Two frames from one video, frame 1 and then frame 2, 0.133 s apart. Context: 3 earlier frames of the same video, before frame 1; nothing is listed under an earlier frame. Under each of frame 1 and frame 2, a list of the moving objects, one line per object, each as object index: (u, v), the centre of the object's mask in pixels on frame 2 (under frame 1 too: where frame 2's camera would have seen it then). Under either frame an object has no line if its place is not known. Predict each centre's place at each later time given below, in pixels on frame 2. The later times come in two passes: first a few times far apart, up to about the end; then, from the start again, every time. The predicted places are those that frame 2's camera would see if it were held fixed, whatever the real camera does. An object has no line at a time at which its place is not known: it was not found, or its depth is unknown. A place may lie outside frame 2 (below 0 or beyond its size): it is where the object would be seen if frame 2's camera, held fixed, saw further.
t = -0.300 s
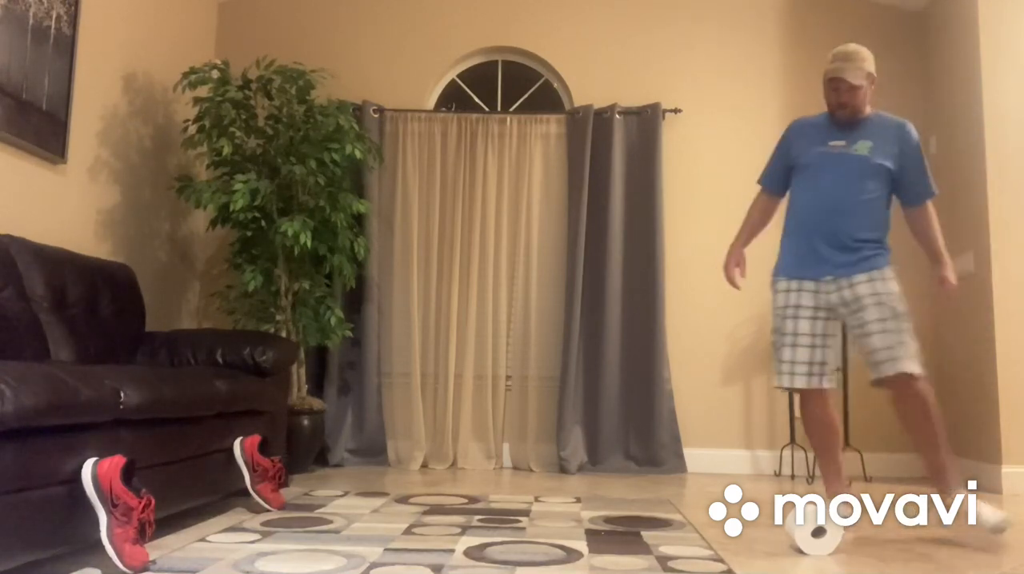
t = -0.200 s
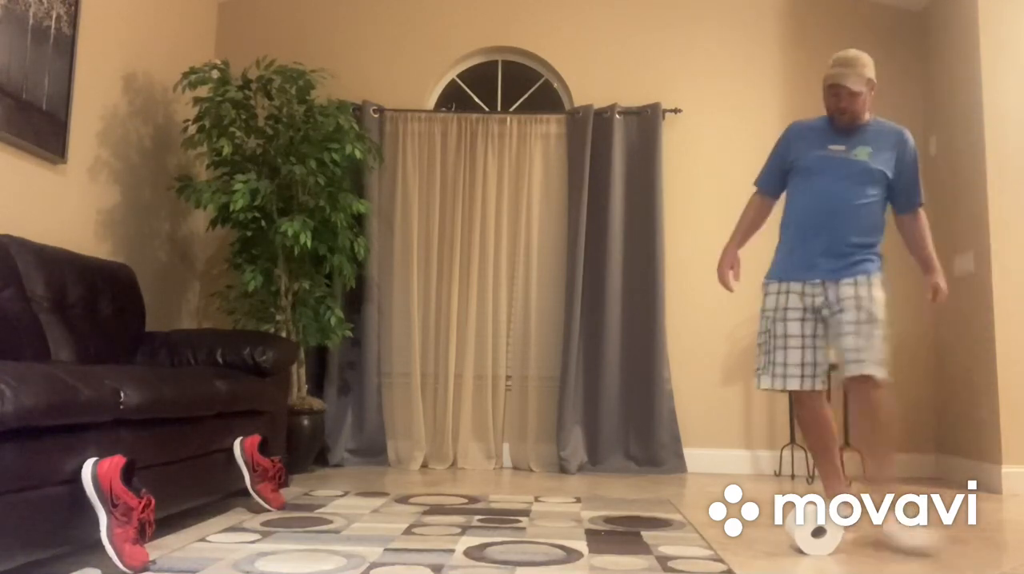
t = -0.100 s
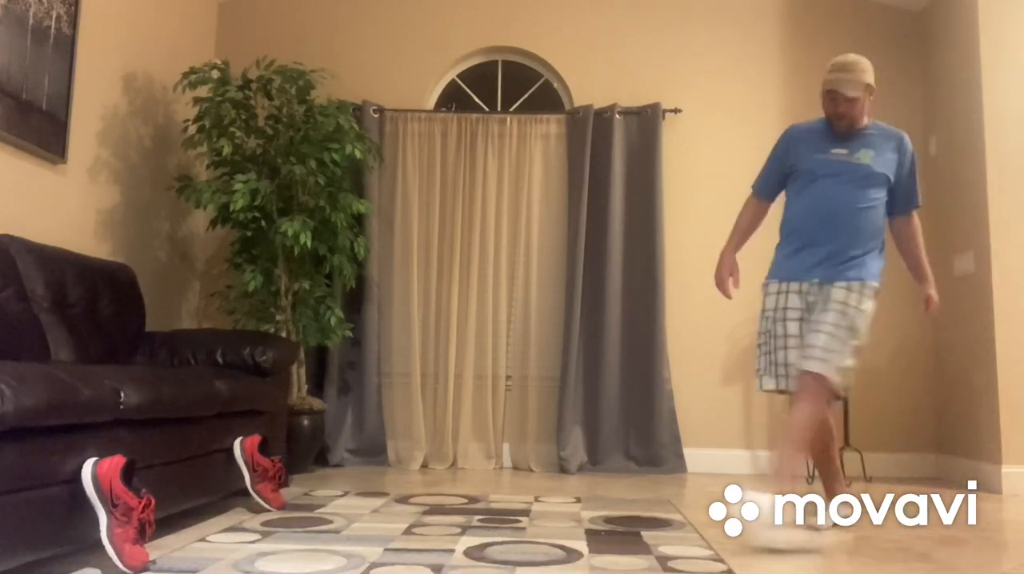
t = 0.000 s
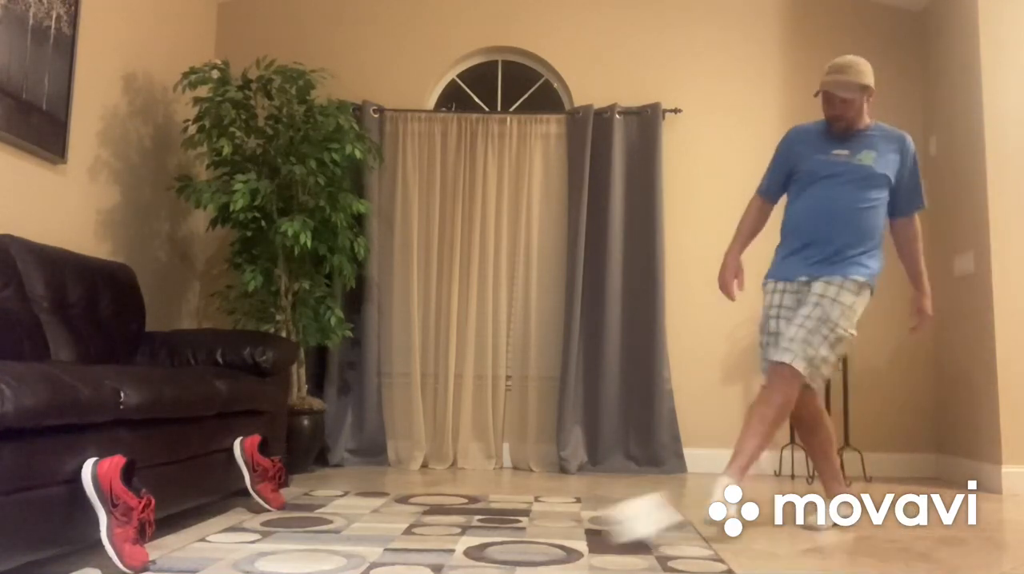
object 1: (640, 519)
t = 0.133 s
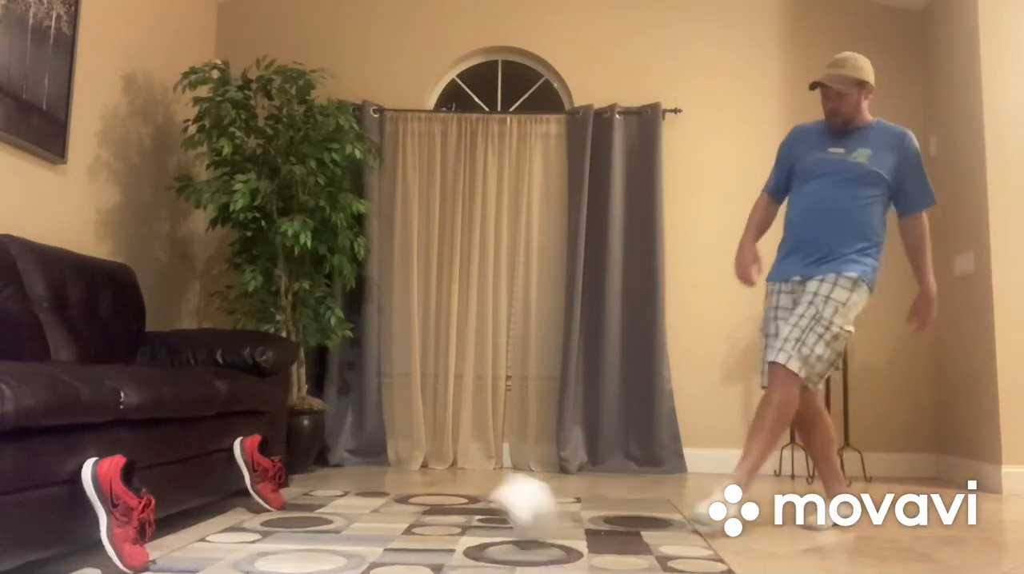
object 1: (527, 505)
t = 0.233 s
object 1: (472, 497)
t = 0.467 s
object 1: (346, 527)
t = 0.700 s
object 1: (234, 519)
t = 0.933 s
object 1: (185, 539)
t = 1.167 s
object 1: (184, 541)
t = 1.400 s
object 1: (184, 541)
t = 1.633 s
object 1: (184, 541)
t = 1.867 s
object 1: (184, 541)
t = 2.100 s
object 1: (184, 542)
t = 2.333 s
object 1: (184, 542)
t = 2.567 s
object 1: (184, 542)
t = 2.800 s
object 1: (183, 542)
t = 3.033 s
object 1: (183, 542)
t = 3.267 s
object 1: (184, 541)
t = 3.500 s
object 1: (184, 541)
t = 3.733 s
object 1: (184, 541)
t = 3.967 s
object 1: (184, 541)
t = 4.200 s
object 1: (184, 541)
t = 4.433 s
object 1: (184, 541)
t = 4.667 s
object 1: (184, 541)
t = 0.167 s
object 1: (505, 497)
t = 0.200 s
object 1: (490, 496)
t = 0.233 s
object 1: (472, 497)
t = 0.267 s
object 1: (451, 504)
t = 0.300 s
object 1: (433, 516)
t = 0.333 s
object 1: (417, 526)
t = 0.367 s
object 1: (399, 525)
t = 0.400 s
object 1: (378, 521)
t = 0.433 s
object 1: (358, 526)
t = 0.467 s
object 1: (346, 527)
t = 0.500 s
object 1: (326, 527)
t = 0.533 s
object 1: (305, 526)
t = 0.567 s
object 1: (287, 528)
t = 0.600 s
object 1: (272, 533)
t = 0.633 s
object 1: (258, 532)
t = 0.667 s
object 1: (247, 523)
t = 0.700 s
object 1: (234, 519)
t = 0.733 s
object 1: (224, 519)
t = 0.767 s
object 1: (213, 524)
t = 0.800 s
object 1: (203, 533)
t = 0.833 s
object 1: (195, 540)
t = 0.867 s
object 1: (192, 538)
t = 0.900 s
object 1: (188, 538)
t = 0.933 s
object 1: (185, 539)
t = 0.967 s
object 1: (183, 540)
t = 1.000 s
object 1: (183, 541)
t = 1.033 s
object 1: (184, 541)
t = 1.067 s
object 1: (184, 541)
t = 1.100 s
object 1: (184, 541)
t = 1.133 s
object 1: (184, 541)
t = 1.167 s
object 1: (184, 541)
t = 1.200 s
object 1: (184, 541)
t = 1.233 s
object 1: (184, 541)
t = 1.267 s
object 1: (184, 541)
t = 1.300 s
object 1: (184, 541)
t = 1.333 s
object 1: (184, 541)
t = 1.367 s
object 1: (184, 541)
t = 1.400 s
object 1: (184, 541)
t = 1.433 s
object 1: (184, 541)
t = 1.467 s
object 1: (184, 541)
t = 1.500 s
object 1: (184, 541)
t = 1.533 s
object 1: (184, 541)
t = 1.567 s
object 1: (184, 541)
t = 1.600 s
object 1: (184, 541)
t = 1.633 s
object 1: (184, 541)
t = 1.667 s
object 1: (184, 541)
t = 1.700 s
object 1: (184, 541)
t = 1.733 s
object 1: (184, 541)
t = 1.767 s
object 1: (184, 541)
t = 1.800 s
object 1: (184, 541)
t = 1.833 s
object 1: (184, 541)
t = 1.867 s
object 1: (184, 541)
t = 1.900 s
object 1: (184, 542)
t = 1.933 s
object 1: (184, 541)
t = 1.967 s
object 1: (184, 542)
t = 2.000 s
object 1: (184, 541)
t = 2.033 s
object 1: (184, 542)
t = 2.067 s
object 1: (184, 541)
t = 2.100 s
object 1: (184, 542)
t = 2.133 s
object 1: (184, 542)
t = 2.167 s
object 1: (184, 542)
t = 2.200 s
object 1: (184, 542)
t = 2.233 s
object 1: (184, 542)
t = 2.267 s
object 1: (184, 542)
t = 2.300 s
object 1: (183, 542)
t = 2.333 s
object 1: (184, 542)
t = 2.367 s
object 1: (183, 542)
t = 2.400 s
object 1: (184, 542)
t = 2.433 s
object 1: (183, 543)
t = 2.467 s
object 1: (183, 543)
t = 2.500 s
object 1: (184, 541)
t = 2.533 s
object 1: (183, 542)
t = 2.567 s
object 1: (184, 542)
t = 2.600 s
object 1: (183, 542)
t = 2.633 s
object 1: (183, 543)
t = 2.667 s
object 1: (183, 542)
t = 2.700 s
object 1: (183, 542)
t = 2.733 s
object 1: (183, 542)
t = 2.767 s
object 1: (183, 542)
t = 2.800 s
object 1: (183, 542)
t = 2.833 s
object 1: (183, 542)
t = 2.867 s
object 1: (183, 542)
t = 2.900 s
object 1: (183, 542)
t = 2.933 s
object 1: (183, 542)
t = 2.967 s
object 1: (183, 542)
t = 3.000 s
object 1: (183, 542)
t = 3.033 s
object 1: (183, 542)
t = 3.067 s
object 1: (184, 542)
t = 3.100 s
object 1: (183, 542)
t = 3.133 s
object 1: (184, 541)
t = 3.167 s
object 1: (183, 543)
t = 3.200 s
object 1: (183, 542)
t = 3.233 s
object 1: (184, 541)
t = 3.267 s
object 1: (184, 541)
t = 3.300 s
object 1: (184, 542)
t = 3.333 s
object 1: (184, 541)
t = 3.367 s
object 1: (184, 542)
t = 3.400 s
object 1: (184, 541)
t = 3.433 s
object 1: (184, 541)
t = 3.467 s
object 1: (184, 541)
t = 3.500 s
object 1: (184, 541)
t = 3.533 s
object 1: (184, 541)
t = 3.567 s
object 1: (184, 541)
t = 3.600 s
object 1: (184, 541)
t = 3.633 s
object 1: (184, 541)
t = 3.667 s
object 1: (184, 541)
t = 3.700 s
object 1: (184, 541)
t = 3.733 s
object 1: (184, 541)
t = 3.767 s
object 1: (184, 541)
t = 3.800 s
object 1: (184, 541)
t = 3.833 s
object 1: (184, 541)
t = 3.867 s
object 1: (184, 541)
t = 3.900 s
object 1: (184, 541)
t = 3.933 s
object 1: (184, 541)
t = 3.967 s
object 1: (184, 541)
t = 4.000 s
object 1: (184, 541)
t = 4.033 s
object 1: (184, 541)
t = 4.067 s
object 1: (184, 541)
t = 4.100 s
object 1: (184, 541)
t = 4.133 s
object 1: (184, 542)
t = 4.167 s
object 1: (184, 541)
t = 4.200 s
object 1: (184, 541)
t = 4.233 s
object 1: (184, 541)
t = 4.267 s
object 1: (184, 542)
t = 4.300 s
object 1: (184, 542)
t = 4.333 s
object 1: (184, 541)
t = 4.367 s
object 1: (184, 541)
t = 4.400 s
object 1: (184, 542)
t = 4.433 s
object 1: (184, 541)
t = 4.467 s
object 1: (184, 541)
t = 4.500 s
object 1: (184, 541)
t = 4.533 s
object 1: (184, 541)
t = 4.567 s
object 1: (184, 542)
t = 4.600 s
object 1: (184, 541)
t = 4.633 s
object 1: (184, 541)
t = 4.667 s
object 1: (184, 541)
